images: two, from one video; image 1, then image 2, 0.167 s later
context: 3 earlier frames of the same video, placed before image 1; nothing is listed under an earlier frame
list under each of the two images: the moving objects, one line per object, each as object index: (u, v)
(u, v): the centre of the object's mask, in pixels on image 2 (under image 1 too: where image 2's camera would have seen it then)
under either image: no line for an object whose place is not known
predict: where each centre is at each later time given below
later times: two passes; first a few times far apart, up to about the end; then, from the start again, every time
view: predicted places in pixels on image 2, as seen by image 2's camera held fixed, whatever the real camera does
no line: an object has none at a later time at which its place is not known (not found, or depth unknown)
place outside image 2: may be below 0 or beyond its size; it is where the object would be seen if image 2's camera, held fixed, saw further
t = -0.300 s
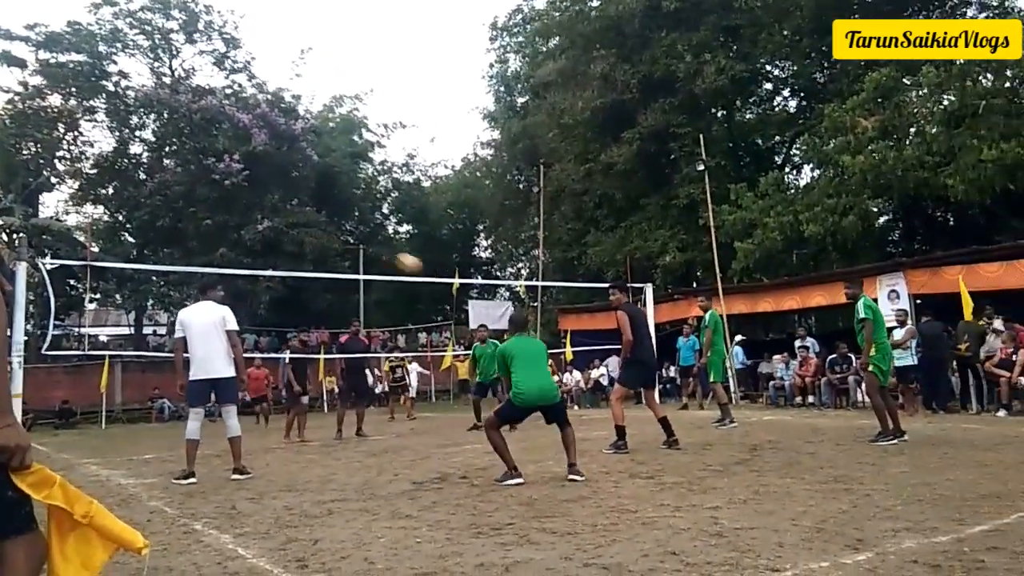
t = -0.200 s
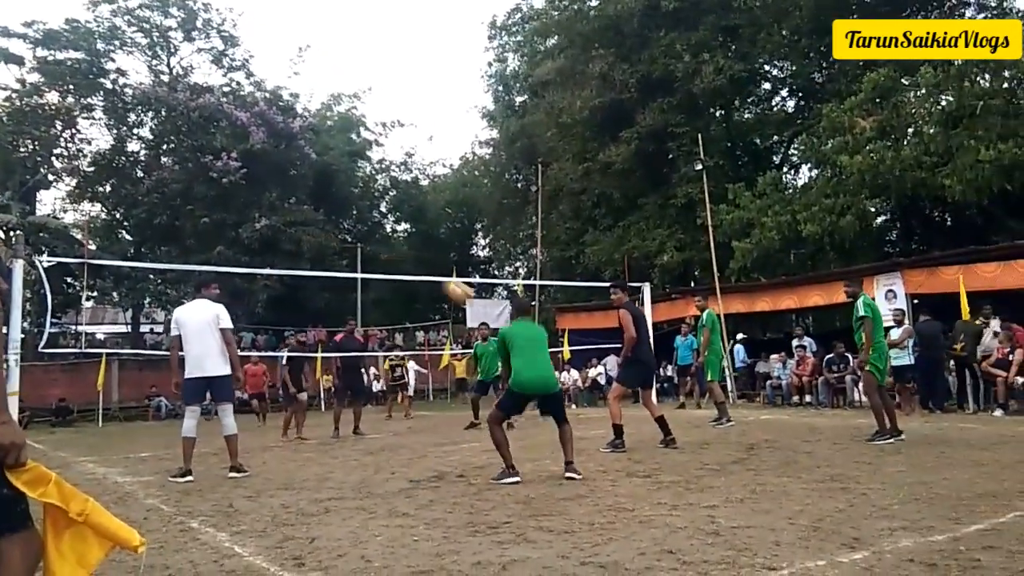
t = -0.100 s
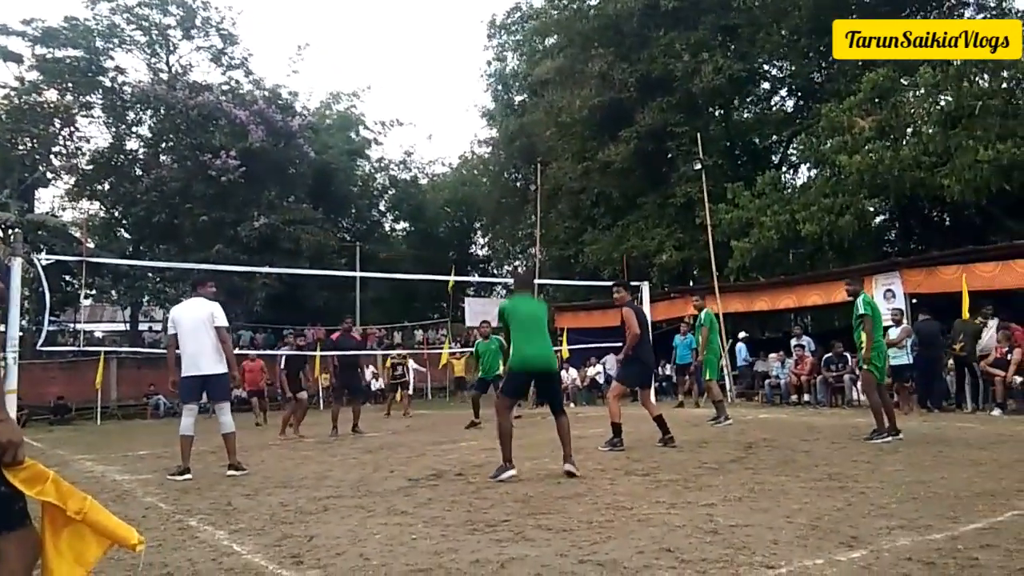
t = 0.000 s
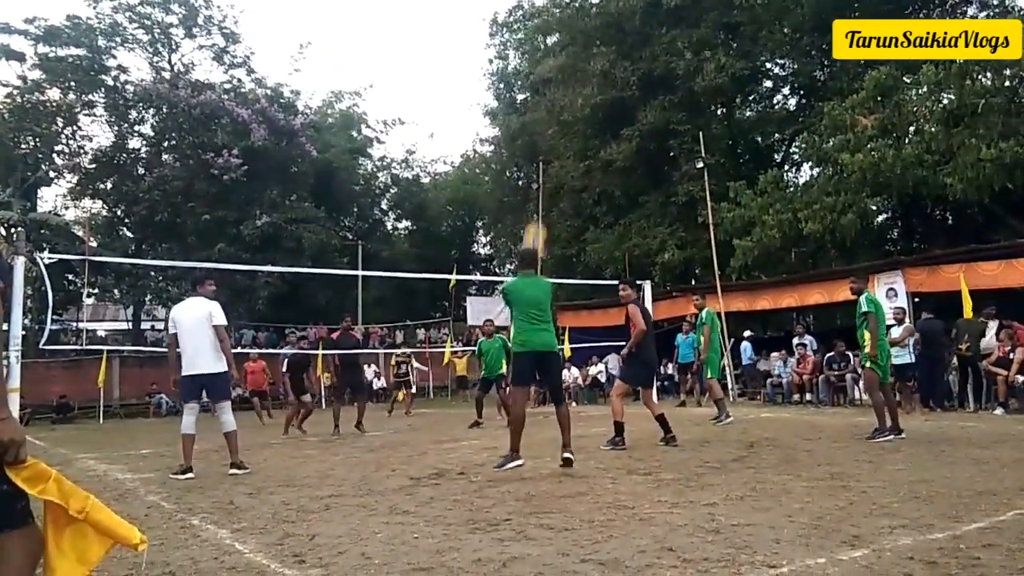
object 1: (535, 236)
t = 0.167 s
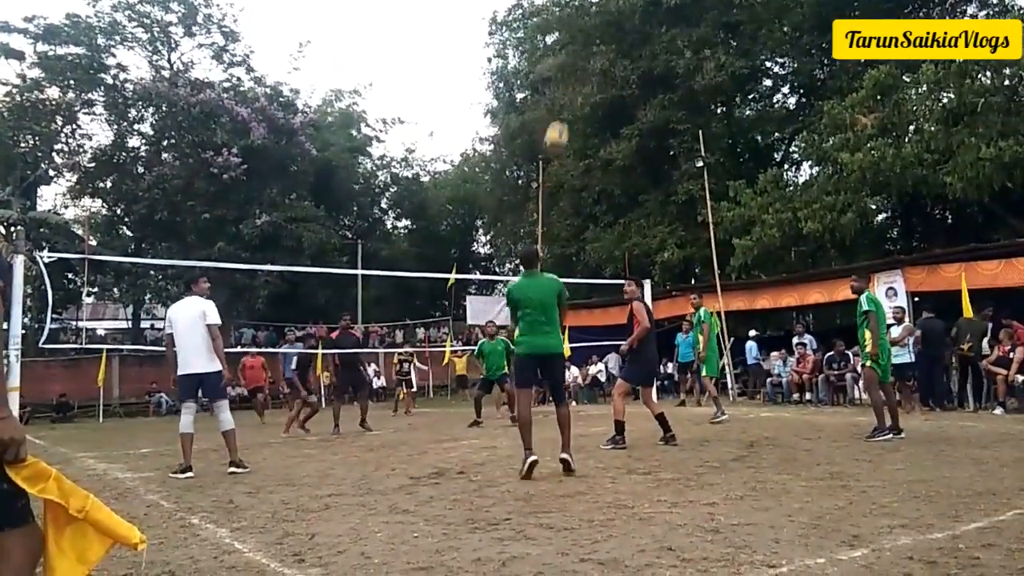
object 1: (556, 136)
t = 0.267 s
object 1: (570, 91)
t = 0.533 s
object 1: (608, 24)
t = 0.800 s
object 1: (646, 26)
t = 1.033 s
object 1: (682, 82)
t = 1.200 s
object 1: (709, 150)
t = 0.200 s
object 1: (561, 120)
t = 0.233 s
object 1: (565, 105)
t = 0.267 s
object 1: (570, 91)
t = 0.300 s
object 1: (575, 76)
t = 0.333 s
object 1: (580, 66)
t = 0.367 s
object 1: (584, 56)
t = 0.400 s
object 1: (588, 47)
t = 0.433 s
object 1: (594, 39)
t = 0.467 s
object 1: (598, 34)
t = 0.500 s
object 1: (603, 28)
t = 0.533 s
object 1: (608, 24)
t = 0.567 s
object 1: (613, 20)
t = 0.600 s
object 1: (618, 18)
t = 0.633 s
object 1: (623, 17)
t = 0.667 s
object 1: (627, 17)
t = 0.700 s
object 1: (632, 18)
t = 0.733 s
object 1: (637, 20)
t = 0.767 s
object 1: (642, 22)
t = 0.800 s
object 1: (646, 26)
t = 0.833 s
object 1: (652, 31)
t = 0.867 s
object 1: (657, 37)
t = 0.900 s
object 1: (662, 44)
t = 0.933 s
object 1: (667, 51)
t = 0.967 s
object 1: (672, 61)
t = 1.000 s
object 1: (677, 71)
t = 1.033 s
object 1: (682, 82)
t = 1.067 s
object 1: (687, 94)
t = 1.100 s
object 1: (693, 106)
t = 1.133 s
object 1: (698, 120)
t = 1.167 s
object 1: (703, 134)
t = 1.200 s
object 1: (709, 150)
